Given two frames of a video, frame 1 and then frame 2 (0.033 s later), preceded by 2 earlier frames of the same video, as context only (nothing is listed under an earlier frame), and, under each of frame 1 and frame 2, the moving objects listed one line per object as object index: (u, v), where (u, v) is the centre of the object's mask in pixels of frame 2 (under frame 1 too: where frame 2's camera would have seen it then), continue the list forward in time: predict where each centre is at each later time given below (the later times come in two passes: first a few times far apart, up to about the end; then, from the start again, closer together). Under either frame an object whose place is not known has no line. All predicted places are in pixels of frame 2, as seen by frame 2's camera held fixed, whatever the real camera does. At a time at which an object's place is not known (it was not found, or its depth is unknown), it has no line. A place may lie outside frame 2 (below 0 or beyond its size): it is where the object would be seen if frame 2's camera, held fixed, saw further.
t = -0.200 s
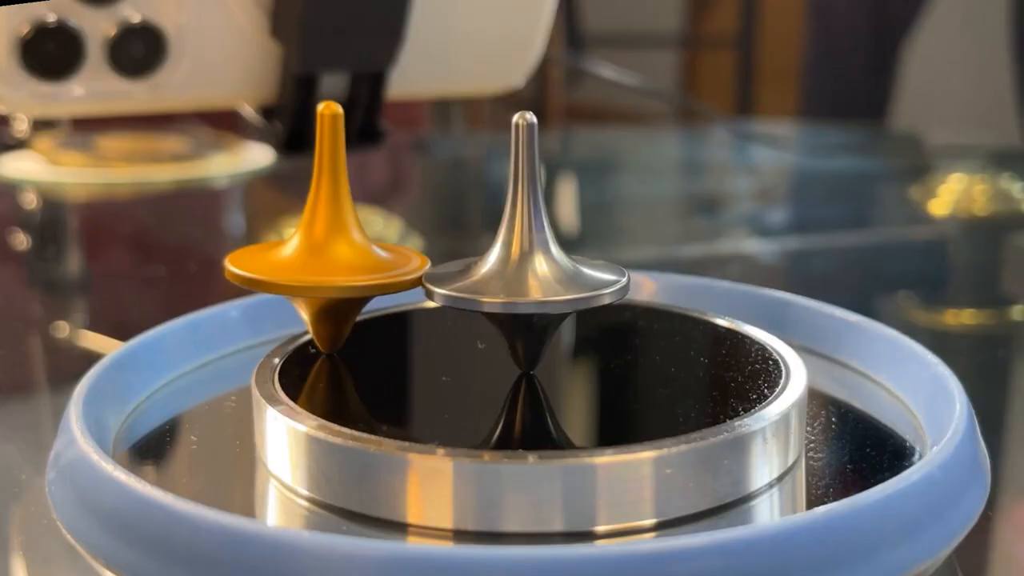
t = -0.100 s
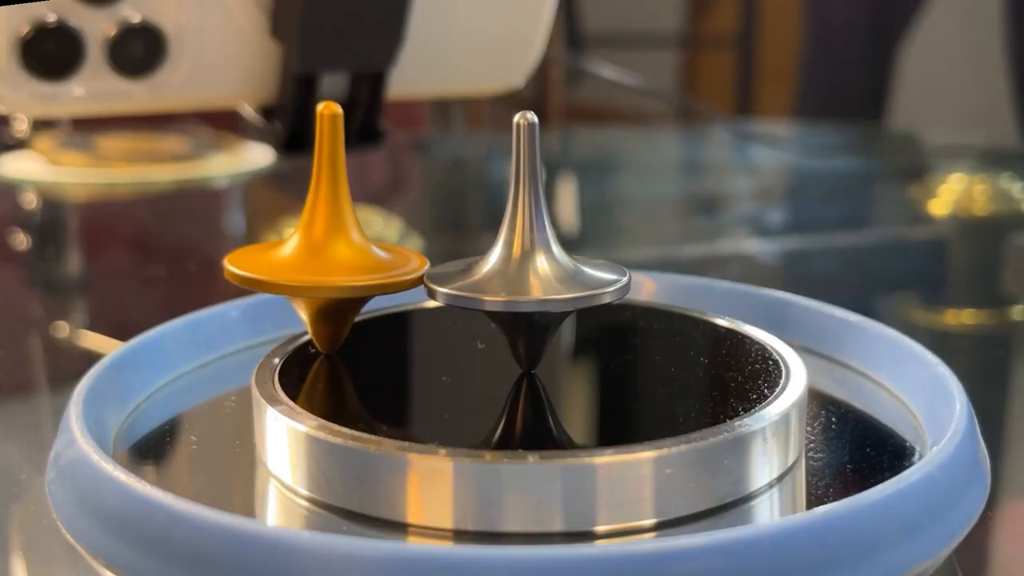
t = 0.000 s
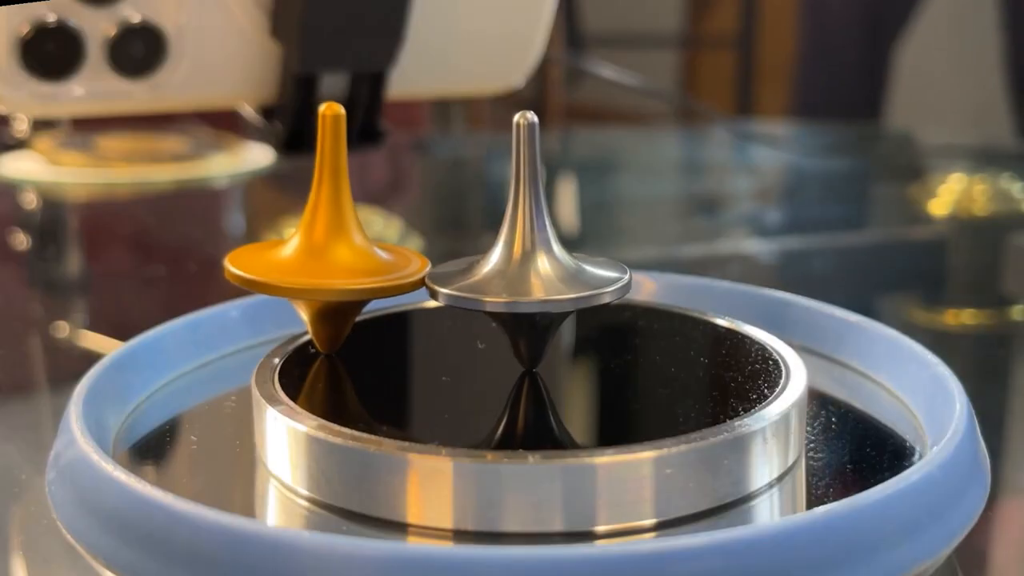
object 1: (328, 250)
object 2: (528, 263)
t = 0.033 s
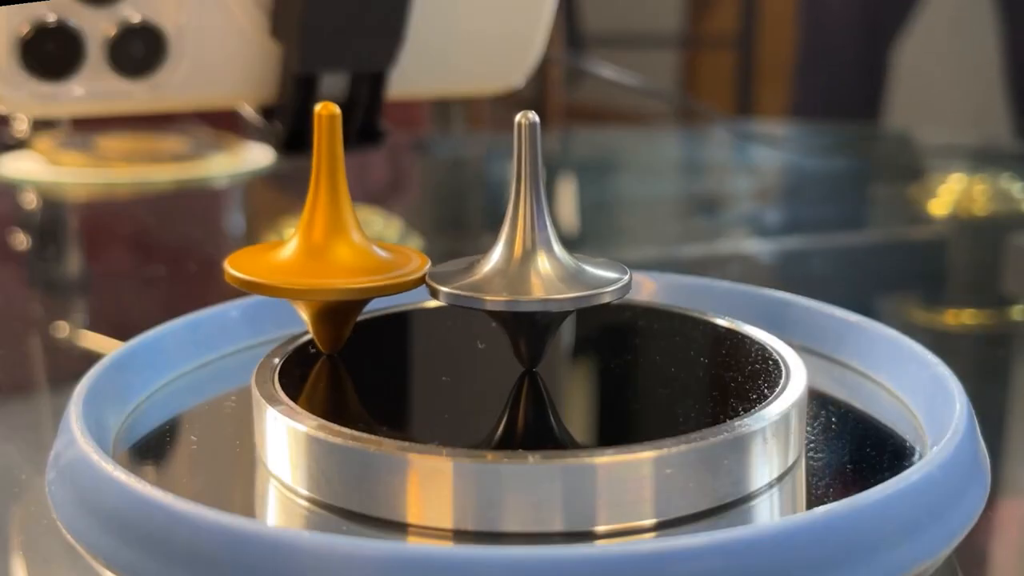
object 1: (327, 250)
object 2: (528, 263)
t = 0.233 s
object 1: (328, 251)
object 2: (531, 261)
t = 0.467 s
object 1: (325, 252)
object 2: (531, 259)
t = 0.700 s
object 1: (324, 254)
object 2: (530, 259)
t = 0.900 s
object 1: (322, 256)
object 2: (531, 259)
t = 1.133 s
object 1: (321, 260)
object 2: (532, 259)
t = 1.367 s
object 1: (321, 263)
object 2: (532, 260)
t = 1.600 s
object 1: (322, 266)
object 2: (531, 259)
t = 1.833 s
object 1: (322, 268)
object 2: (530, 258)
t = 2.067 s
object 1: (324, 268)
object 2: (527, 256)
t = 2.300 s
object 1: (324, 268)
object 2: (523, 254)
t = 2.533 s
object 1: (326, 270)
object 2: (520, 253)
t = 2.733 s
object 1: (328, 271)
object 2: (518, 252)
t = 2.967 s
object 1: (332, 273)
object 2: (519, 251)
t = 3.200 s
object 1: (340, 276)
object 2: (521, 252)
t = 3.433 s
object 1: (346, 278)
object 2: (522, 251)
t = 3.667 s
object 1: (350, 279)
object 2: (521, 251)
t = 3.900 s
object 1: (356, 281)
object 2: (520, 250)
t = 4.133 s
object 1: (360, 282)
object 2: (517, 250)
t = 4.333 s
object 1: (363, 282)
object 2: (513, 249)
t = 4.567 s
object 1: (363, 283)
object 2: (511, 248)
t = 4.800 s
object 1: (368, 285)
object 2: (509, 247)
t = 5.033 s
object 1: (379, 286)
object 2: (509, 244)
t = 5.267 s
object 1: (387, 287)
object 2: (510, 243)
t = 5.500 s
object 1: (395, 288)
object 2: (511, 240)
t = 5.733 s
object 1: (401, 289)
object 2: (510, 237)
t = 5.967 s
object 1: (404, 289)
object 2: (509, 232)
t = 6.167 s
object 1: (407, 289)
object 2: (506, 230)
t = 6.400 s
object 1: (410, 289)
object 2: (502, 227)
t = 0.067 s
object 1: (327, 250)
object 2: (528, 263)
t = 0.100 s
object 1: (326, 250)
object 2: (530, 262)
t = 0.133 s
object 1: (327, 250)
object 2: (530, 262)
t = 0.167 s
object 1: (327, 251)
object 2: (530, 262)
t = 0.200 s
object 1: (327, 251)
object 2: (530, 262)
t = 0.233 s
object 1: (328, 251)
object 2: (531, 261)
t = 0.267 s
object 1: (328, 251)
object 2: (531, 261)
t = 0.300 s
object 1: (327, 251)
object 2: (531, 261)
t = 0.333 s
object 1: (327, 251)
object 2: (531, 260)
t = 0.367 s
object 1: (326, 251)
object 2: (532, 260)
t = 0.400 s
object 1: (327, 251)
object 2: (531, 260)
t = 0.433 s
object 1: (326, 252)
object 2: (532, 260)
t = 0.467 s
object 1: (325, 252)
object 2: (531, 259)
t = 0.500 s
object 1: (326, 252)
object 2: (531, 260)
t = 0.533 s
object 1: (325, 252)
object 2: (531, 259)
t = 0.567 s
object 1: (325, 252)
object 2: (531, 259)
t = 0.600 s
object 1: (325, 253)
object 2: (531, 259)
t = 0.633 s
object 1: (324, 253)
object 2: (531, 259)
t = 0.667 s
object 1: (324, 253)
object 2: (531, 259)
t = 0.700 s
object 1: (324, 254)
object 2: (530, 259)
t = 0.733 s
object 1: (323, 254)
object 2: (530, 259)
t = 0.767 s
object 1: (323, 255)
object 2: (530, 259)
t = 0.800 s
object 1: (323, 255)
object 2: (530, 259)
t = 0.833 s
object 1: (322, 255)
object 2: (530, 259)
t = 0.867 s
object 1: (322, 256)
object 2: (530, 259)
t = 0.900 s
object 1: (322, 256)
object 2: (531, 259)
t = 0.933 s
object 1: (322, 257)
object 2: (531, 259)
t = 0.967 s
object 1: (322, 257)
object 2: (531, 259)
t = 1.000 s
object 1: (322, 258)
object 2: (531, 259)
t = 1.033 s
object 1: (321, 258)
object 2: (531, 259)
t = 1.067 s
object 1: (321, 259)
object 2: (531, 259)
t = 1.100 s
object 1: (321, 259)
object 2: (531, 259)
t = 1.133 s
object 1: (321, 260)
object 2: (532, 259)
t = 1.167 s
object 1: (321, 260)
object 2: (532, 260)
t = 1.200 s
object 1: (321, 261)
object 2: (532, 259)
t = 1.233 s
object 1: (321, 261)
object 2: (532, 259)
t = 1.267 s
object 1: (321, 262)
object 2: (532, 259)
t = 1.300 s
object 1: (321, 262)
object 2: (532, 260)
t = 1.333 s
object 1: (321, 263)
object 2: (532, 260)
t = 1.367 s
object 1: (321, 263)
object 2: (532, 260)
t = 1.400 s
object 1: (320, 264)
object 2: (533, 259)
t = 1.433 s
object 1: (321, 264)
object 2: (533, 260)
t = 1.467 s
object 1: (320, 265)
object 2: (533, 260)
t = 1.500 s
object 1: (321, 265)
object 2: (532, 260)
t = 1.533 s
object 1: (321, 265)
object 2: (532, 259)
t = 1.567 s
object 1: (322, 266)
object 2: (531, 259)
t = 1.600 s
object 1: (322, 266)
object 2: (531, 259)
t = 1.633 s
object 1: (322, 267)
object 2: (531, 259)
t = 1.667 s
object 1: (322, 267)
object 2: (530, 259)
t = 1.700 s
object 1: (322, 267)
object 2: (531, 259)
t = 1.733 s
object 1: (322, 267)
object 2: (530, 259)
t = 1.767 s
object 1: (322, 268)
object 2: (530, 258)
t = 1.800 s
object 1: (322, 268)
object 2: (530, 258)
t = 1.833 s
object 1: (322, 268)
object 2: (530, 258)
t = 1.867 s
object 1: (322, 268)
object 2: (529, 258)
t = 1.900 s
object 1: (322, 268)
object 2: (529, 258)
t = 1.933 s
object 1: (321, 268)
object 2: (529, 257)
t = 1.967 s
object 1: (323, 268)
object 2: (529, 257)
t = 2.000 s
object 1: (323, 268)
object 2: (529, 257)
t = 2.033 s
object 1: (323, 268)
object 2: (528, 257)
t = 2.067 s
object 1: (324, 268)
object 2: (527, 256)
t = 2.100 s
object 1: (324, 268)
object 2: (527, 256)
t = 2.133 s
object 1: (323, 268)
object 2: (527, 256)
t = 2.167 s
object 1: (324, 268)
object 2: (526, 255)
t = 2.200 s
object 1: (324, 269)
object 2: (525, 255)
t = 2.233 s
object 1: (324, 268)
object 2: (525, 255)
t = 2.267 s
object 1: (324, 268)
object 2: (524, 254)
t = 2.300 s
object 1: (324, 268)
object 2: (523, 254)
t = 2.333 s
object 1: (325, 269)
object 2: (523, 254)
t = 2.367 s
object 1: (325, 269)
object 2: (522, 254)
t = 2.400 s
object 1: (325, 269)
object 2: (522, 253)
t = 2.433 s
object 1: (325, 269)
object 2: (521, 253)
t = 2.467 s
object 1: (325, 269)
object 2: (521, 253)
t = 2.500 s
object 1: (325, 269)
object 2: (520, 253)
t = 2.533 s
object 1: (326, 270)
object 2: (520, 253)
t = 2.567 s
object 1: (325, 270)
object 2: (520, 252)
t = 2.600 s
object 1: (327, 270)
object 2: (519, 252)
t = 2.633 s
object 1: (327, 271)
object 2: (519, 252)
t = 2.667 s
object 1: (327, 271)
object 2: (519, 252)
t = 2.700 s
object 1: (327, 271)
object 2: (518, 252)
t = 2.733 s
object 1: (328, 271)
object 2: (518, 252)
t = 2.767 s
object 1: (328, 272)
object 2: (518, 252)
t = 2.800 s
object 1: (329, 272)
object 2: (518, 252)
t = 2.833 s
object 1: (330, 272)
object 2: (519, 252)
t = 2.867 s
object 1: (330, 272)
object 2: (518, 252)
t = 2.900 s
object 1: (331, 273)
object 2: (519, 252)
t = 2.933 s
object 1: (331, 273)
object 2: (519, 252)
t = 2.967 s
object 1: (332, 273)
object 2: (519, 251)
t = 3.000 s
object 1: (334, 274)
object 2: (520, 252)
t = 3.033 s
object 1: (335, 274)
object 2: (520, 252)
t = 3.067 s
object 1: (336, 275)
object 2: (520, 252)
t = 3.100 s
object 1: (337, 275)
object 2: (520, 251)
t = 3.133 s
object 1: (338, 275)
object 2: (521, 252)
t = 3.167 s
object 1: (339, 276)
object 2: (521, 251)
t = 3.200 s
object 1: (340, 276)
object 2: (521, 252)
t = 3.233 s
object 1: (342, 276)
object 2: (521, 252)
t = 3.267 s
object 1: (342, 276)
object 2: (522, 252)
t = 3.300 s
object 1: (343, 277)
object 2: (521, 251)
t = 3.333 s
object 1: (342, 277)
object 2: (522, 251)
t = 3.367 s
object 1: (344, 277)
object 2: (521, 252)
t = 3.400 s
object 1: (346, 278)
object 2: (522, 252)
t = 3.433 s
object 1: (346, 278)
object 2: (522, 251)
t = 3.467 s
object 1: (346, 278)
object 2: (521, 251)
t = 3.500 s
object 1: (347, 278)
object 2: (521, 251)
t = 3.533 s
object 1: (348, 278)
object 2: (521, 251)
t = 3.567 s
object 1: (349, 279)
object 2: (522, 251)
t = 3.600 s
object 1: (350, 279)
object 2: (521, 251)
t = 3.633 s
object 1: (348, 279)
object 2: (521, 251)
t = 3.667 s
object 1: (350, 279)
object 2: (521, 251)
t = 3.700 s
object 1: (352, 280)
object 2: (521, 251)
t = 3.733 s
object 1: (353, 280)
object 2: (521, 251)
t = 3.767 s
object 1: (353, 280)
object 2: (521, 251)
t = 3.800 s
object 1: (353, 280)
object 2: (520, 250)
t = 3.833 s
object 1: (355, 280)
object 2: (520, 250)
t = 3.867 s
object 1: (356, 281)
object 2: (520, 250)
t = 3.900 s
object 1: (356, 281)
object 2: (520, 250)
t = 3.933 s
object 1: (357, 281)
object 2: (519, 250)
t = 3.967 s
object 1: (358, 281)
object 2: (519, 250)
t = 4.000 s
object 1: (358, 281)
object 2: (518, 250)
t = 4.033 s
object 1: (359, 281)
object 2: (518, 250)
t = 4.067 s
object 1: (359, 281)
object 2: (517, 250)
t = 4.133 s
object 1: (360, 282)
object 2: (517, 250)
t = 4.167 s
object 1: (360, 282)
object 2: (516, 249)
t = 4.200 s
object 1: (361, 282)
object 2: (515, 249)
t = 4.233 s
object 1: (362, 282)
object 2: (515, 249)
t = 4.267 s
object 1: (362, 282)
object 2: (514, 249)
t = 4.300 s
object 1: (362, 282)
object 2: (514, 249)
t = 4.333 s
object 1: (363, 282)
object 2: (513, 249)
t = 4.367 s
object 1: (363, 283)
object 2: (513, 249)
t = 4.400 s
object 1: (364, 283)
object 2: (513, 248)
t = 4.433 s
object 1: (365, 283)
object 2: (512, 248)
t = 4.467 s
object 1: (364, 283)
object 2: (512, 248)
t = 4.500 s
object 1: (366, 282)
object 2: (512, 248)
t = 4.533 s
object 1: (366, 283)
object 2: (511, 248)
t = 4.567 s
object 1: (363, 283)
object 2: (511, 248)
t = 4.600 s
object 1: (365, 283)
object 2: (510, 248)
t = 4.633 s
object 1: (366, 284)
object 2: (510, 248)
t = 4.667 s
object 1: (367, 284)
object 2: (510, 247)
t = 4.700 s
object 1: (367, 284)
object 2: (509, 247)
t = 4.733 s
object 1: (365, 284)
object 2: (509, 247)
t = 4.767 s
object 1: (366, 284)
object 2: (508, 247)
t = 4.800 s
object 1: (368, 285)
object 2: (509, 247)
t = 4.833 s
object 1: (369, 285)
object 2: (509, 246)
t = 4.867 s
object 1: (373, 285)
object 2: (509, 246)
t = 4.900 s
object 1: (374, 285)
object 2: (509, 245)
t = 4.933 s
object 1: (375, 285)
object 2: (508, 245)
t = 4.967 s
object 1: (377, 285)
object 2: (509, 245)
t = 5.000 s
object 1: (378, 286)
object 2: (509, 245)
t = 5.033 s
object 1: (379, 286)
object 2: (509, 244)
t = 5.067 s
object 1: (380, 286)
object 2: (509, 244)
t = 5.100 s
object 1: (382, 286)
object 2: (509, 244)
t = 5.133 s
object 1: (383, 287)
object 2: (510, 244)
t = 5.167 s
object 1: (384, 287)
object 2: (510, 243)
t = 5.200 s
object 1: (385, 287)
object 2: (510, 243)
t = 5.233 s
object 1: (386, 287)
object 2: (510, 243)
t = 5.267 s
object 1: (387, 287)
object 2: (510, 243)
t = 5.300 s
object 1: (389, 287)
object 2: (511, 242)
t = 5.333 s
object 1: (390, 288)
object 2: (510, 242)
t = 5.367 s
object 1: (389, 288)
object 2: (510, 242)
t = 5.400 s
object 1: (392, 287)
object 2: (511, 241)
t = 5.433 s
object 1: (394, 288)
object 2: (511, 240)
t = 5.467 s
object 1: (394, 288)
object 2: (511, 240)
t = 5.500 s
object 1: (395, 288)
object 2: (511, 240)
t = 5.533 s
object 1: (396, 288)
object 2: (511, 239)
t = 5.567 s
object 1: (397, 288)
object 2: (511, 239)
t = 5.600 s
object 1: (397, 288)
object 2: (511, 239)
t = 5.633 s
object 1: (398, 288)
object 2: (511, 238)
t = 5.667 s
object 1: (399, 289)
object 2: (511, 238)
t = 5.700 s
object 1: (400, 289)
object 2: (511, 237)
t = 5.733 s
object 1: (401, 289)
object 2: (510, 237)
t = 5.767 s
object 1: (401, 289)
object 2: (511, 233)
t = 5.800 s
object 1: (401, 289)
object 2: (510, 233)
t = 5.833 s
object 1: (402, 289)
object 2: (510, 233)
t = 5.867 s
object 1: (403, 289)
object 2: (510, 233)
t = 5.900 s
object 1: (404, 289)
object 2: (510, 232)
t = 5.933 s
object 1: (404, 289)
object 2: (509, 232)
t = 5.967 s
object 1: (404, 289)
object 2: (509, 232)
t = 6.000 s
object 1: (405, 289)
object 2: (508, 231)
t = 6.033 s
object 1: (405, 289)
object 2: (508, 231)
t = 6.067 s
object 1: (404, 290)
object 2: (507, 231)
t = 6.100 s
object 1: (405, 289)
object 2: (507, 231)
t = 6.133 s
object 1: (407, 289)
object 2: (507, 231)
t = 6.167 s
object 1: (407, 289)
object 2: (506, 230)
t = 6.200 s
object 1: (406, 290)
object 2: (506, 230)
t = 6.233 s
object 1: (406, 290)
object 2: (505, 229)
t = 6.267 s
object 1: (405, 290)
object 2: (503, 229)
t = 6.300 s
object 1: (407, 290)
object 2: (504, 230)
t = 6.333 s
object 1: (410, 290)
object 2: (504, 229)
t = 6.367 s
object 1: (411, 290)
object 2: (504, 229)
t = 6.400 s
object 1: (410, 289)
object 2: (502, 227)
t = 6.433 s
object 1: (412, 290)
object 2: (502, 227)
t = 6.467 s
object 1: (411, 290)
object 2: (500, 227)
